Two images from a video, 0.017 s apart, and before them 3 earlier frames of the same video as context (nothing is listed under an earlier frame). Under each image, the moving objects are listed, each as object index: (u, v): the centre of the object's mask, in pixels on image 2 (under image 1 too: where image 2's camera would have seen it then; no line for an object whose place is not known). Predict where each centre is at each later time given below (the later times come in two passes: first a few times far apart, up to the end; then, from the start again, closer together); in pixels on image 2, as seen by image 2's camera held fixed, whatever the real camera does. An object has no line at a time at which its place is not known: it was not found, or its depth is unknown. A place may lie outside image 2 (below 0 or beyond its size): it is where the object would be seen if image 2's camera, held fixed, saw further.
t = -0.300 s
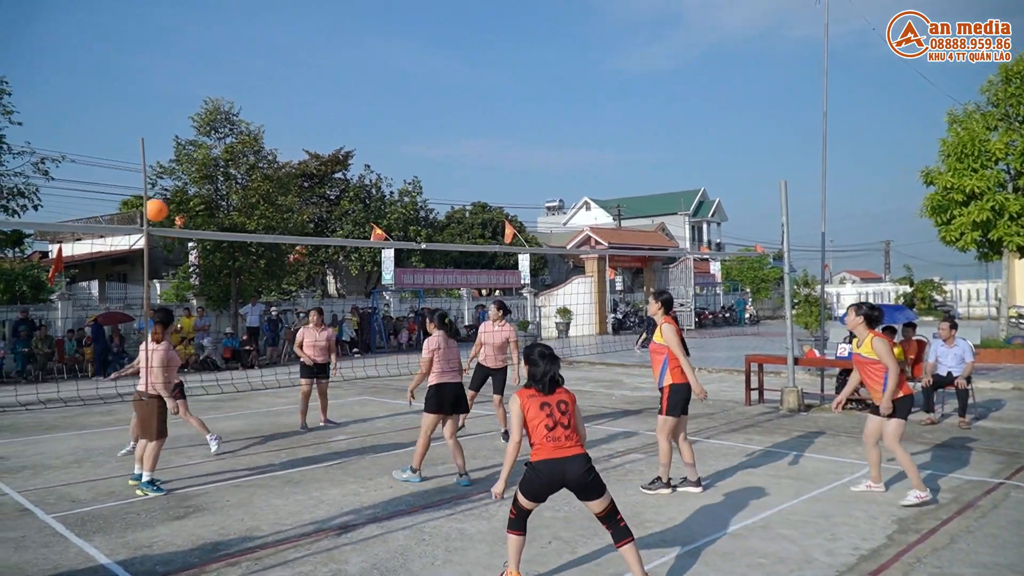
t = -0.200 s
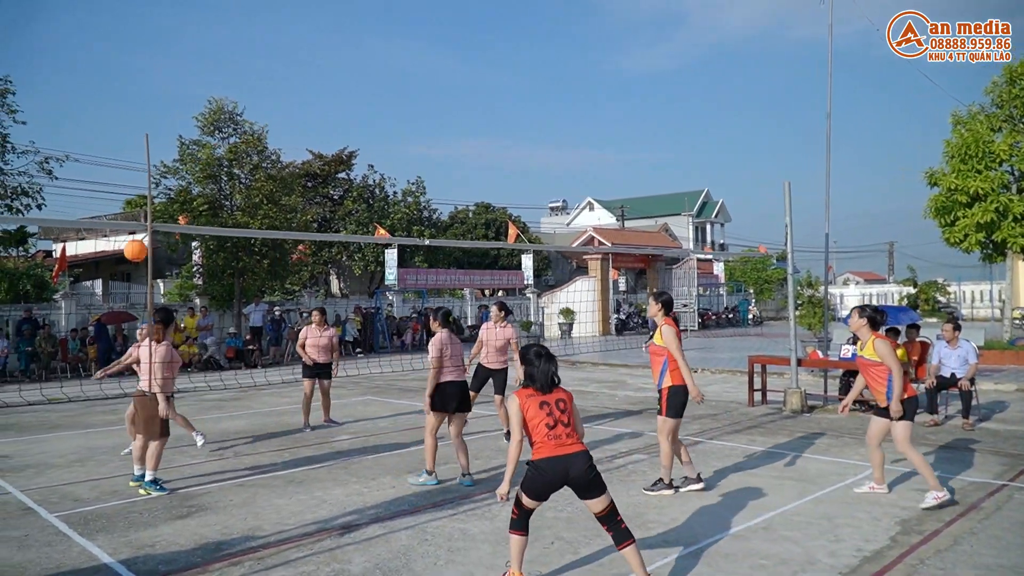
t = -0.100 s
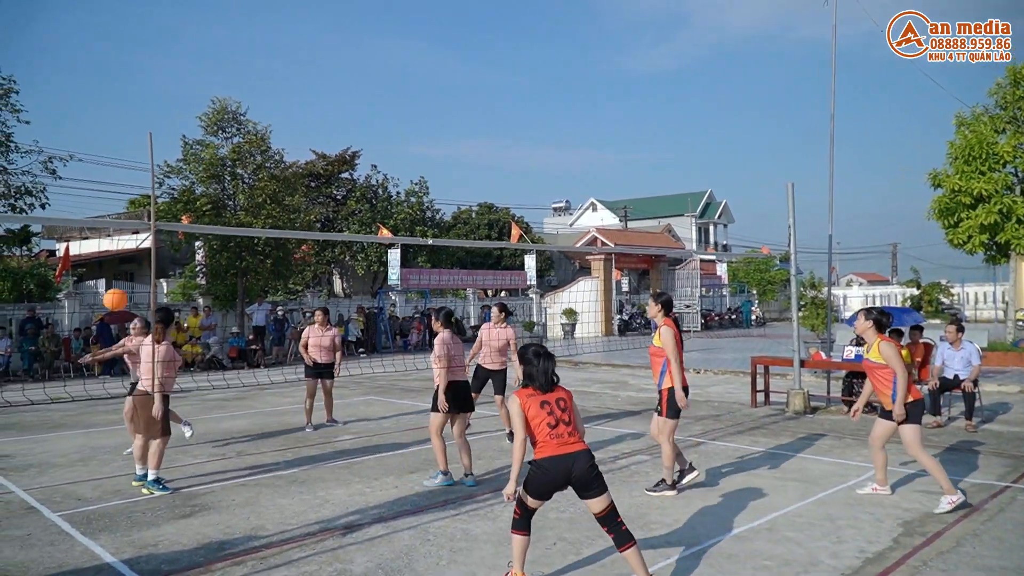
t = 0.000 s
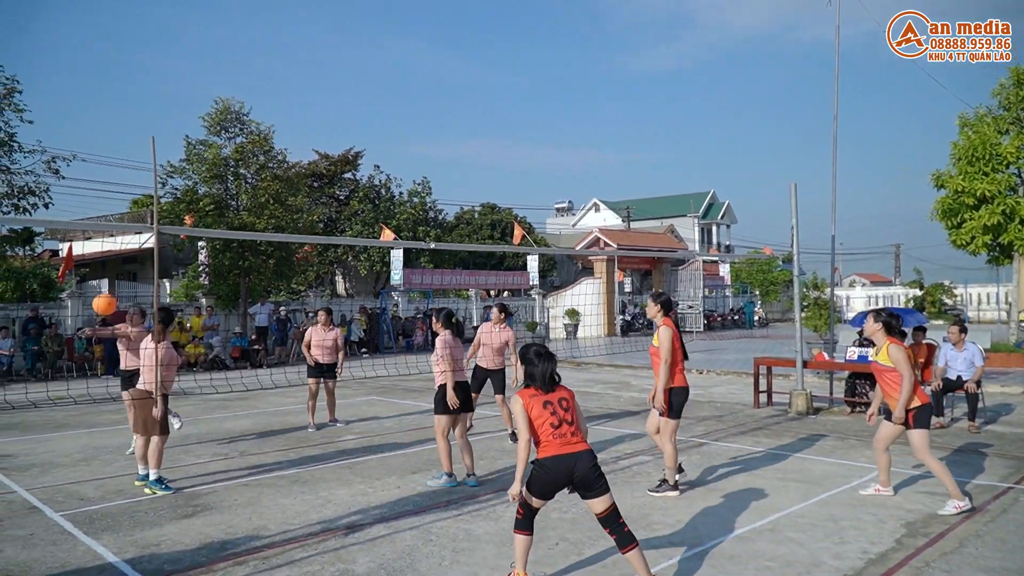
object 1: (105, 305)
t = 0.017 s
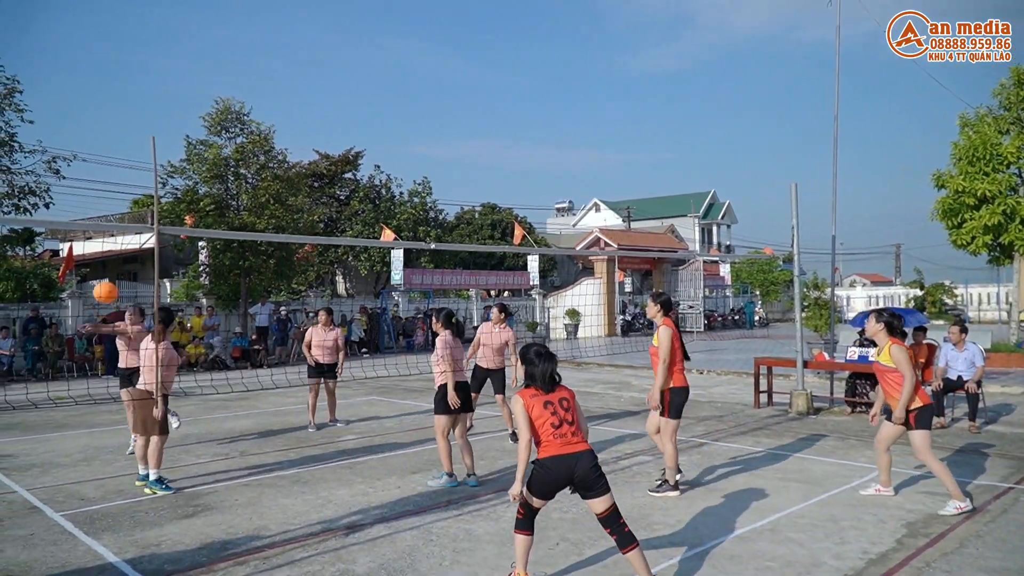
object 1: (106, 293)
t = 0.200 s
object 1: (107, 177)
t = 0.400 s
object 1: (109, 84)
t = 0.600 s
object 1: (114, 29)
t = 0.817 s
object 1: (118, 12)
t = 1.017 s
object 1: (123, 39)
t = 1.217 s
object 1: (128, 109)
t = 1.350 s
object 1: (131, 179)
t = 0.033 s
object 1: (105, 280)
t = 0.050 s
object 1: (106, 269)
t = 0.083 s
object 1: (106, 247)
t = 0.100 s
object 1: (106, 238)
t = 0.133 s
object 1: (106, 214)
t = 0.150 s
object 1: (106, 206)
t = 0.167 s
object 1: (107, 196)
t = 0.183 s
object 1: (107, 186)
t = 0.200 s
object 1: (107, 177)
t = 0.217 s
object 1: (107, 168)
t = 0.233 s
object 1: (107, 159)
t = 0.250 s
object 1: (107, 150)
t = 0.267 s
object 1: (107, 142)
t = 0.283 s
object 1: (108, 134)
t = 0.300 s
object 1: (108, 126)
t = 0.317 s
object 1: (108, 118)
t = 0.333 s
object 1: (108, 111)
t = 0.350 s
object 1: (109, 104)
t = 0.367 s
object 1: (109, 97)
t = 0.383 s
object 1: (109, 91)
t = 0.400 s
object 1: (109, 84)
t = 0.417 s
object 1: (110, 78)
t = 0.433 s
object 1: (110, 72)
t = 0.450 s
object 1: (110, 67)
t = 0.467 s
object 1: (110, 62)
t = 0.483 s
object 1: (111, 57)
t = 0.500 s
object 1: (111, 52)
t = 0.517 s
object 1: (112, 47)
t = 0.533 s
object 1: (112, 43)
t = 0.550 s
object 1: (113, 39)
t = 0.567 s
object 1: (113, 35)
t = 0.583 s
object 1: (113, 32)
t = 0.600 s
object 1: (114, 29)
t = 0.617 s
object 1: (114, 26)
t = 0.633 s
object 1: (114, 23)
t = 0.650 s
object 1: (115, 21)
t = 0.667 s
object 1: (115, 19)
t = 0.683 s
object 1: (115, 17)
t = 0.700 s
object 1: (116, 16)
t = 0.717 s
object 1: (116, 14)
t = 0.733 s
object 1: (116, 13)
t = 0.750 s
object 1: (117, 13)
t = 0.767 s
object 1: (117, 12)
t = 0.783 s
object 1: (118, 12)
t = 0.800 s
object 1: (118, 12)
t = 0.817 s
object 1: (118, 12)
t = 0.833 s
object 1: (119, 13)
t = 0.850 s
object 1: (119, 14)
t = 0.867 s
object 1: (119, 15)
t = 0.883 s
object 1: (120, 17)
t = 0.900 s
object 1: (120, 18)
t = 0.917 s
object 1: (120, 20)
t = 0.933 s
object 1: (121, 23)
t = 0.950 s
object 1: (121, 25)
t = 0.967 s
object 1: (121, 28)
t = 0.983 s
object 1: (122, 31)
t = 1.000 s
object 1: (122, 35)
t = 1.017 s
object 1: (123, 39)
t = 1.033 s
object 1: (123, 43)
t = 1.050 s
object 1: (123, 48)
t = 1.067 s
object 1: (124, 52)
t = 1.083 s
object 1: (124, 57)
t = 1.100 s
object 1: (125, 63)
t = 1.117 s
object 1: (125, 68)
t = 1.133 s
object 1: (125, 74)
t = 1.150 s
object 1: (126, 81)
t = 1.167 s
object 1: (126, 87)
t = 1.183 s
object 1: (127, 94)
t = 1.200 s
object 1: (127, 101)
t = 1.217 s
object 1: (128, 109)
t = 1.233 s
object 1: (128, 116)
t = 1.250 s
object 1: (129, 124)
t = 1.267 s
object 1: (129, 133)
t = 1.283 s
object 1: (129, 142)
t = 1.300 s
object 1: (130, 150)
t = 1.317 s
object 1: (130, 160)
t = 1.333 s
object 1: (131, 169)
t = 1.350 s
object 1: (131, 179)
